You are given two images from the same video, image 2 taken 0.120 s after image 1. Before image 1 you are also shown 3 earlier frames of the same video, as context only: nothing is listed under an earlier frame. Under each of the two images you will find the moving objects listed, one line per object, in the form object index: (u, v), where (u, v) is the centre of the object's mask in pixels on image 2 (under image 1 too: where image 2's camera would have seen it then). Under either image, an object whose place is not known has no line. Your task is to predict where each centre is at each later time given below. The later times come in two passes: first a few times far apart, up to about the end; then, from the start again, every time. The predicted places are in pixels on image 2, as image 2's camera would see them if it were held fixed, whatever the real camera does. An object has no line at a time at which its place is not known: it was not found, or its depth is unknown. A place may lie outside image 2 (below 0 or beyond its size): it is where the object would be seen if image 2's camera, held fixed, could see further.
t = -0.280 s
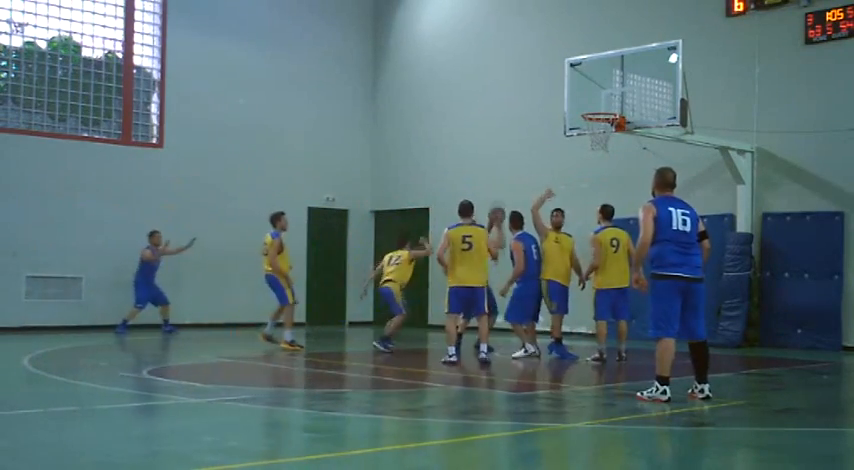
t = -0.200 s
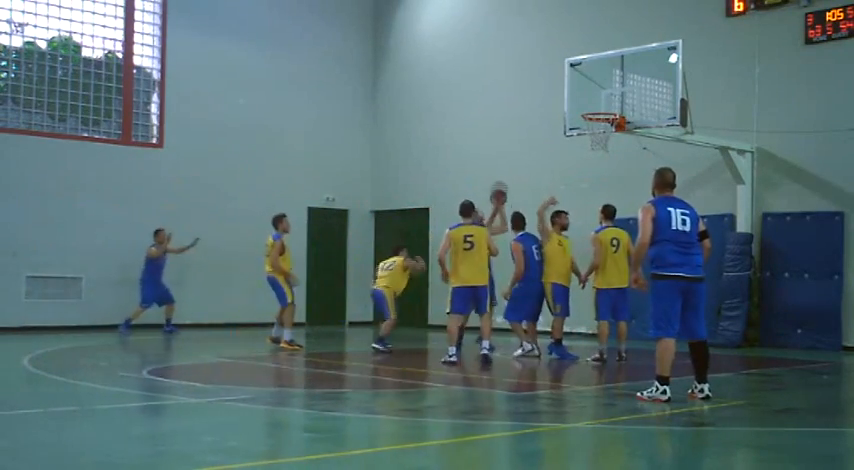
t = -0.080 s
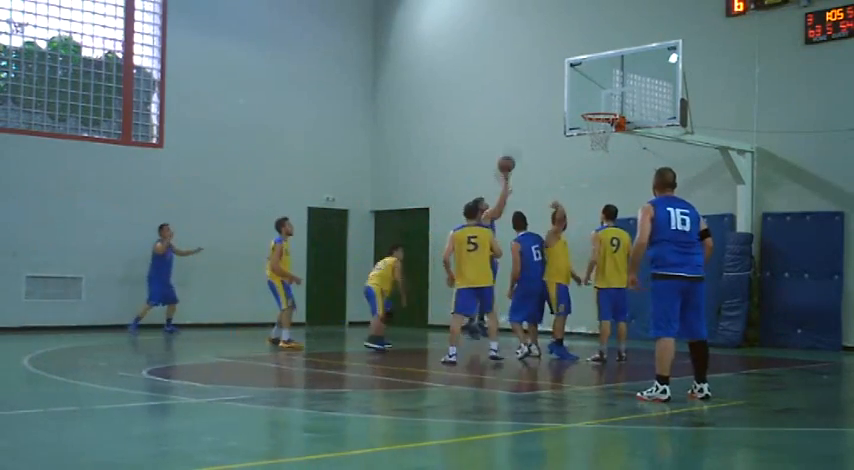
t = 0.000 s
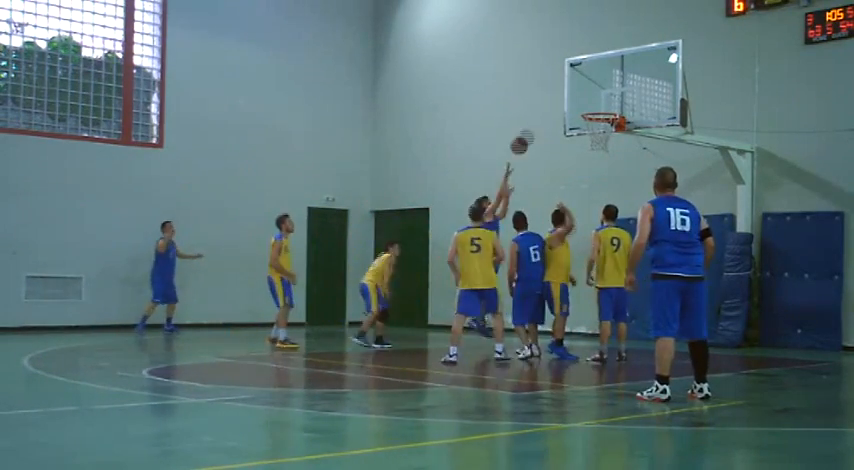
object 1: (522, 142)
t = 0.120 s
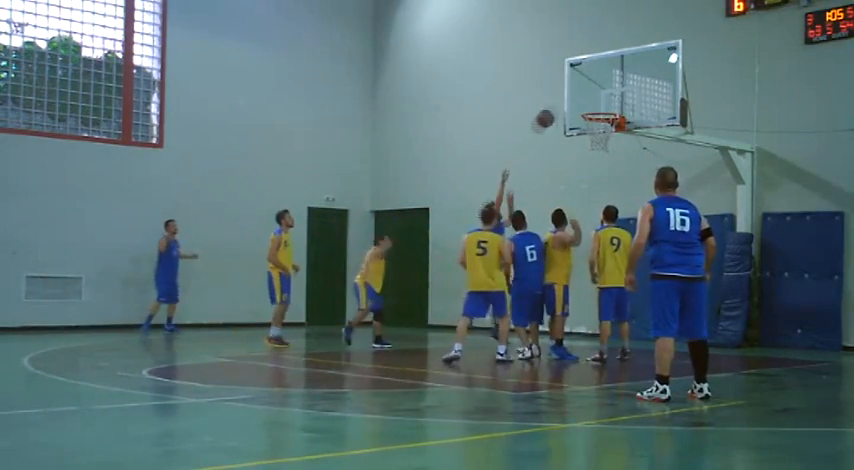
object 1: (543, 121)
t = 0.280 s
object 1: (576, 102)
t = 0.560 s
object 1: (601, 104)
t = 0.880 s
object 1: (593, 109)
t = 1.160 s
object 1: (602, 124)
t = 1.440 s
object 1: (608, 136)
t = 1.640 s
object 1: (596, 144)
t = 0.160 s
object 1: (551, 114)
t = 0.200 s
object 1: (561, 107)
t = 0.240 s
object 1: (569, 104)
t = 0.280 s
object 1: (576, 102)
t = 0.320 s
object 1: (583, 101)
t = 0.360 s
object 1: (593, 100)
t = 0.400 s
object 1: (595, 101)
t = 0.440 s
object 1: (597, 103)
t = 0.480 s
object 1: (599, 107)
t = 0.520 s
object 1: (600, 106)
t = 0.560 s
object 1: (601, 104)
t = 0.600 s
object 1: (602, 103)
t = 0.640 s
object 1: (603, 103)
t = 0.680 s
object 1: (604, 104)
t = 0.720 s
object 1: (605, 106)
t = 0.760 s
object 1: (604, 108)
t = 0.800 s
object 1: (601, 107)
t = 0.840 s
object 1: (597, 108)
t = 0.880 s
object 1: (593, 109)
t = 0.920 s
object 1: (591, 110)
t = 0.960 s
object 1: (592, 111)
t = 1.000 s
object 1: (593, 112)
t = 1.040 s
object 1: (593, 114)
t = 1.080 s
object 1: (595, 117)
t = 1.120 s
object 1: (596, 119)
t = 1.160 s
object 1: (602, 124)
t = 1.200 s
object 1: (605, 127)
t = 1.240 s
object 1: (608, 131)
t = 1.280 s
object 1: (610, 132)
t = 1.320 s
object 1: (610, 134)
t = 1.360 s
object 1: (610, 134)
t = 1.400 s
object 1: (610, 134)
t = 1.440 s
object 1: (608, 136)
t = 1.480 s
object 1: (605, 136)
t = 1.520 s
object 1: (603, 137)
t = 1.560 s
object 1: (601, 139)
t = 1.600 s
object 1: (599, 141)
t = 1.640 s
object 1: (596, 144)
